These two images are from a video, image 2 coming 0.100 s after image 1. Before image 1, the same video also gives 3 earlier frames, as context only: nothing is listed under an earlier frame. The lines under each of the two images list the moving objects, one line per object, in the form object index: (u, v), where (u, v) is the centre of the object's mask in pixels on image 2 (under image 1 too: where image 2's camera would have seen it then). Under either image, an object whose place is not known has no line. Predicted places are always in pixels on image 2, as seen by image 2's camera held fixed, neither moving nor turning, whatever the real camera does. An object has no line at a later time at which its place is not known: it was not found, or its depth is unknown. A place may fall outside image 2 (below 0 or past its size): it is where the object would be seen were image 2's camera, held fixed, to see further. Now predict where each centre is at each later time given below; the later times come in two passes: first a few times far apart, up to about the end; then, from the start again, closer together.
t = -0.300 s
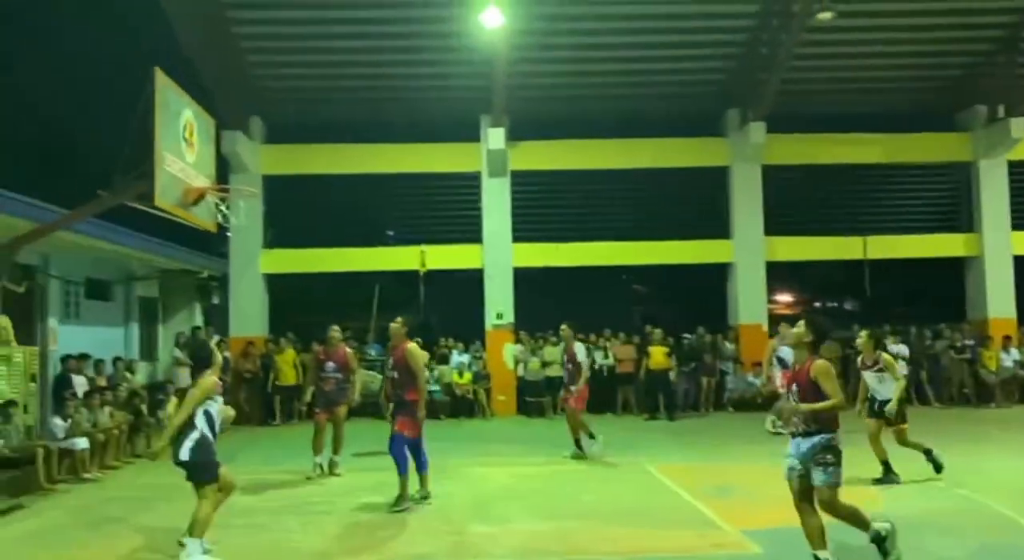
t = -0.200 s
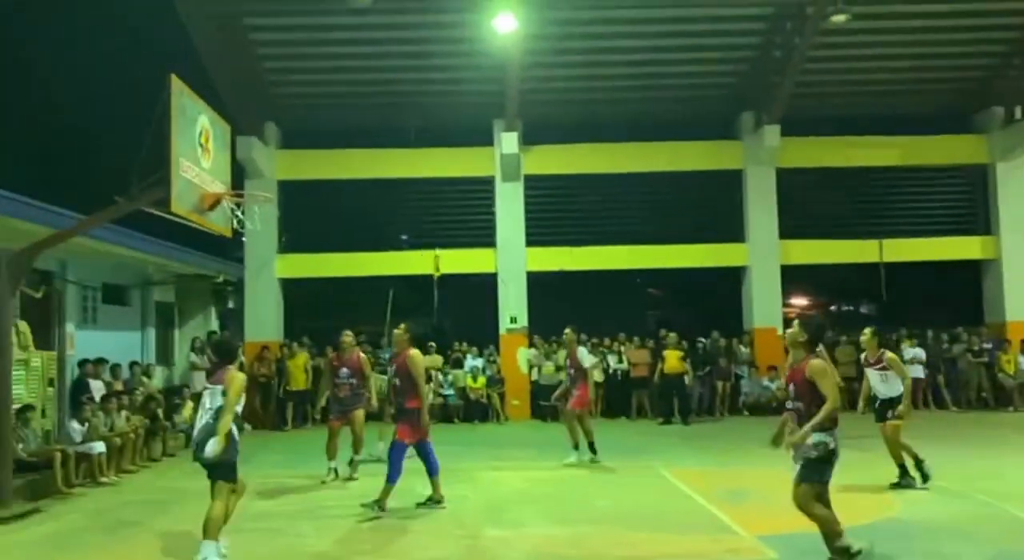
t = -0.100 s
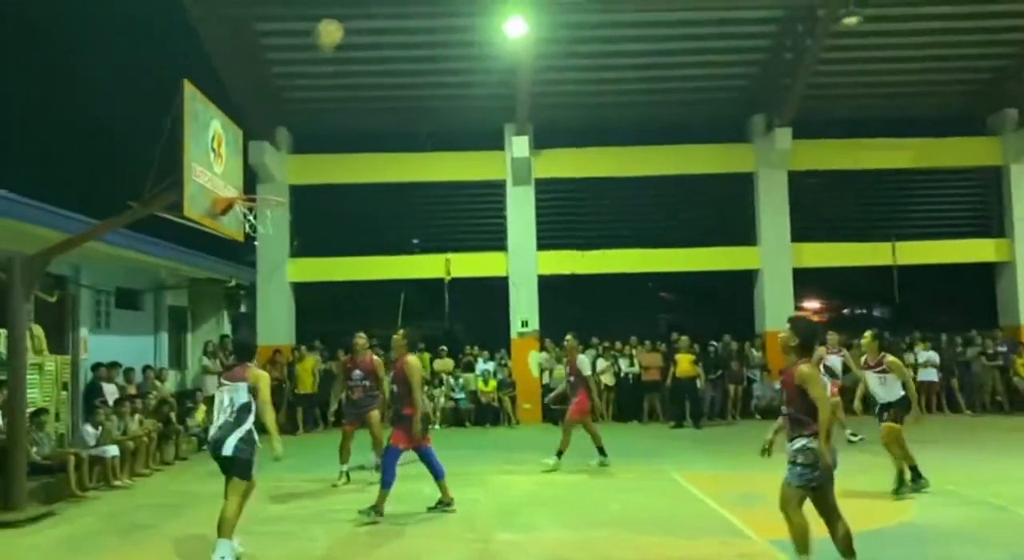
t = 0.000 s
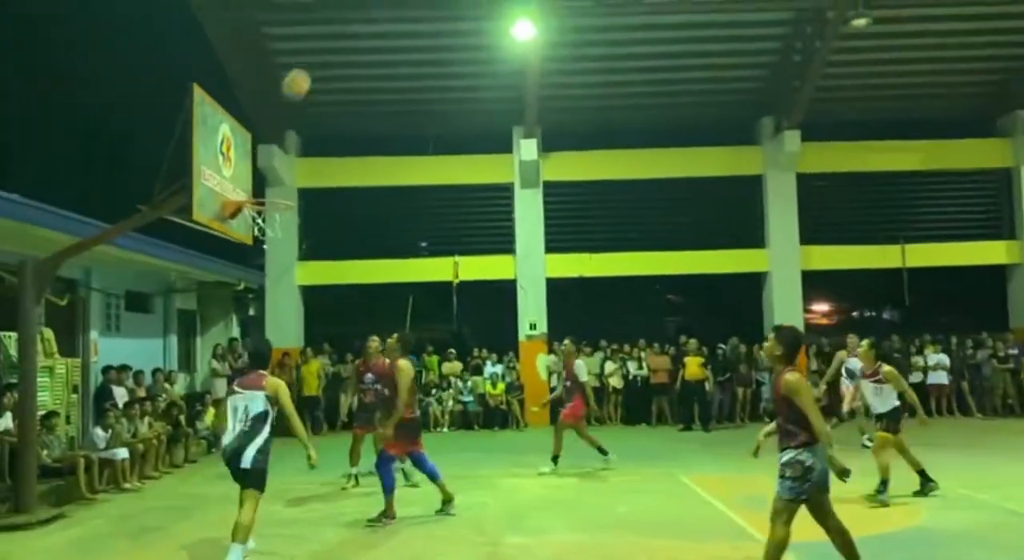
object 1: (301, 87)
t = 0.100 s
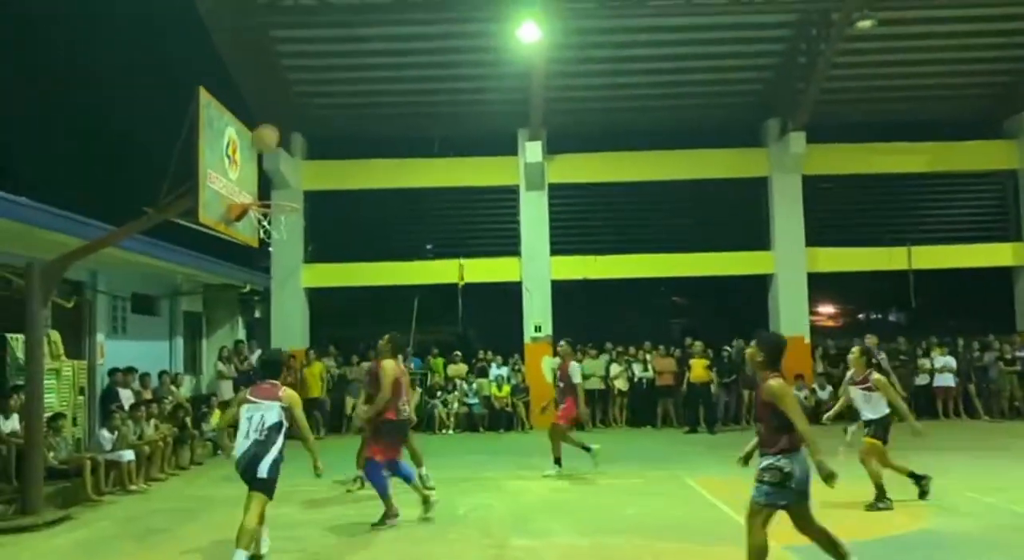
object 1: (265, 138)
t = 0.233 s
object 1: (249, 183)
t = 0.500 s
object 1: (275, 102)
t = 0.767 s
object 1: (302, 90)
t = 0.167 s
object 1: (239, 179)
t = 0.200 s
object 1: (242, 195)
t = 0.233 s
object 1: (249, 183)
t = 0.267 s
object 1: (253, 169)
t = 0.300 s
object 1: (256, 156)
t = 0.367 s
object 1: (262, 133)
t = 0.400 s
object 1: (265, 124)
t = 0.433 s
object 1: (268, 116)
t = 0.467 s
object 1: (271, 108)
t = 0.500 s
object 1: (275, 102)
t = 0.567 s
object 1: (281, 93)
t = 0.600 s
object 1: (284, 89)
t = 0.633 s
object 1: (288, 87)
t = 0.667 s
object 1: (292, 86)
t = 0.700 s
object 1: (294, 87)
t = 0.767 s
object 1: (302, 90)
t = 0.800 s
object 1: (305, 94)
